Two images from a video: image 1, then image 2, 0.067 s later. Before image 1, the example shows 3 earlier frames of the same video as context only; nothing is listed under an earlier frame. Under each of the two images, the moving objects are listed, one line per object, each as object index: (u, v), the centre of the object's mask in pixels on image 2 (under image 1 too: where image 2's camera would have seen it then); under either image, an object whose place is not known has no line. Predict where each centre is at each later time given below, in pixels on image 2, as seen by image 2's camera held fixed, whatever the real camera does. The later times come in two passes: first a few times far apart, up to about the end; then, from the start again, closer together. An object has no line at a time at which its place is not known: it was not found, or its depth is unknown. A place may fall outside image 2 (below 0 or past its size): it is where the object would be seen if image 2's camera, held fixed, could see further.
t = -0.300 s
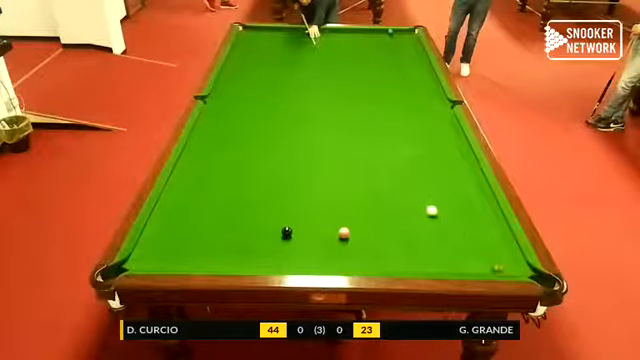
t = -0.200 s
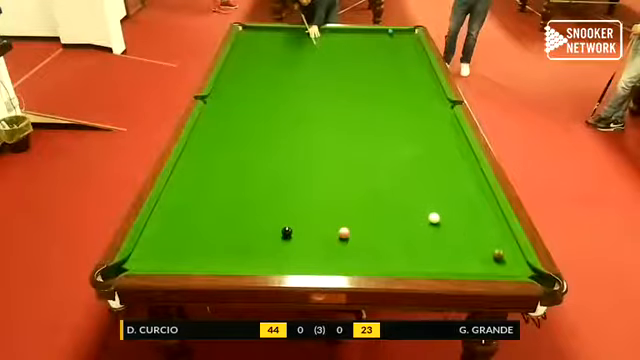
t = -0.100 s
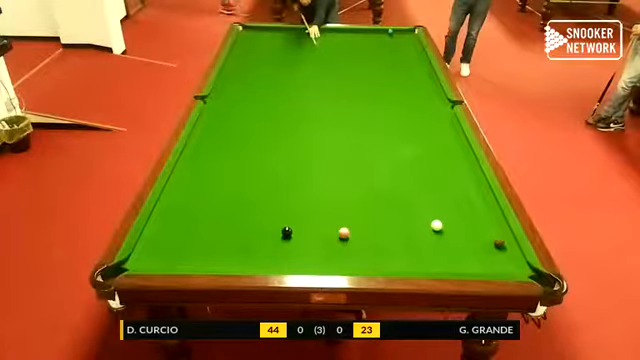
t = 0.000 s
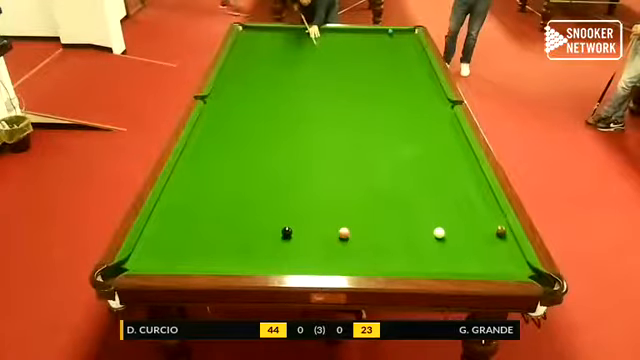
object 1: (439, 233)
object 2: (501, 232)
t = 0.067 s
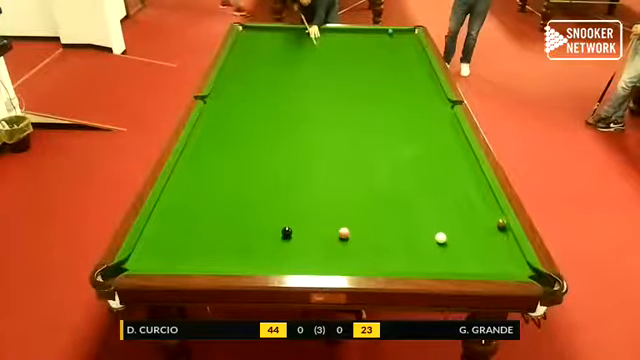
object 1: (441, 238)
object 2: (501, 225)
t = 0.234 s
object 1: (445, 251)
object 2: (491, 211)
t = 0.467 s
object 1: (451, 267)
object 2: (475, 192)
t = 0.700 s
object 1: (448, 257)
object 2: (461, 175)
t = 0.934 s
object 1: (445, 247)
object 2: (451, 162)
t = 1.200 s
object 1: (442, 236)
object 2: (441, 149)
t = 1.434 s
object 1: (440, 229)
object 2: (431, 138)
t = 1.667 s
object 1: (438, 223)
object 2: (424, 130)
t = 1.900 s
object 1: (436, 217)
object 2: (416, 120)
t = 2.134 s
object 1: (435, 212)
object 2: (410, 113)
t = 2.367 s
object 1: (433, 209)
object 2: (404, 106)
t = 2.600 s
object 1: (432, 205)
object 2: (399, 99)
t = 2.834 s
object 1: (432, 203)
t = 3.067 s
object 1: (432, 201)
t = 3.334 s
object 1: (432, 200)
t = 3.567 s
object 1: (432, 200)
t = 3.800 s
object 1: (432, 200)
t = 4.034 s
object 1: (432, 200)
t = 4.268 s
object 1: (432, 200)
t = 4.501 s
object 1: (432, 200)
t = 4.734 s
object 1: (432, 200)
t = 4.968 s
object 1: (432, 200)
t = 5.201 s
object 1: (432, 200)
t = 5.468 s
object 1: (432, 200)
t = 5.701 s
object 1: (432, 200)
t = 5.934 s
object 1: (432, 200)
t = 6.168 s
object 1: (432, 200)
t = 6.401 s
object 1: (432, 200)
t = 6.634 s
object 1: (432, 200)
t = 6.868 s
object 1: (432, 200)
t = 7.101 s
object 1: (432, 200)
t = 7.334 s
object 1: (432, 200)
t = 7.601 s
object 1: (432, 200)
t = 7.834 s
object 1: (432, 200)
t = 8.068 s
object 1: (432, 200)
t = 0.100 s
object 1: (442, 240)
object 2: (501, 221)
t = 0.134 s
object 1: (442, 243)
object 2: (499, 218)
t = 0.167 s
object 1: (444, 246)
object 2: (497, 217)
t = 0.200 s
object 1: (445, 248)
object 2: (494, 214)
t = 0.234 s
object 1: (445, 251)
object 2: (491, 211)
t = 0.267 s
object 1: (446, 253)
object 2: (490, 209)
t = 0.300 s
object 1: (447, 256)
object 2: (485, 204)
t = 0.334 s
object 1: (447, 259)
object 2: (484, 203)
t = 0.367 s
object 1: (448, 261)
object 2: (483, 199)
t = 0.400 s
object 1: (449, 264)
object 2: (480, 197)
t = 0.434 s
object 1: (450, 265)
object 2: (477, 194)
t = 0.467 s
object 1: (451, 267)
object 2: (475, 192)
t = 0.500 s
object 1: (451, 266)
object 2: (473, 190)
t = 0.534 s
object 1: (450, 264)
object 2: (472, 187)
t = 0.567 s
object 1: (450, 264)
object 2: (469, 185)
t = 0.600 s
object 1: (450, 262)
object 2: (468, 183)
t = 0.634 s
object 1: (449, 260)
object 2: (466, 180)
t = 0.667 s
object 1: (449, 259)
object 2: (464, 178)
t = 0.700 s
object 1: (448, 257)
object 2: (461, 175)
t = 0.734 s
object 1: (448, 256)
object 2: (460, 174)
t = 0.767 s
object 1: (447, 254)
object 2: (459, 172)
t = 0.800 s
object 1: (447, 253)
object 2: (458, 171)
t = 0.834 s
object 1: (446, 251)
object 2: (456, 168)
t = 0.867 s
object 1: (446, 250)
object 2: (454, 166)
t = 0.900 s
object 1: (446, 249)
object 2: (452, 165)
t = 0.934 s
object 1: (445, 247)
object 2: (451, 162)
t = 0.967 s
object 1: (445, 246)
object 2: (450, 162)
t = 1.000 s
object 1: (444, 244)
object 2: (449, 161)
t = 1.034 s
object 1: (444, 243)
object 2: (447, 157)
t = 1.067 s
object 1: (444, 242)
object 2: (446, 156)
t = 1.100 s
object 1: (444, 241)
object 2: (445, 153)
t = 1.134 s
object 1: (443, 239)
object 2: (442, 152)
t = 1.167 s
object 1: (443, 238)
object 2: (441, 151)
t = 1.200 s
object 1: (442, 236)
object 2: (441, 149)
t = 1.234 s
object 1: (442, 235)
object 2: (439, 147)
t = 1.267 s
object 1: (442, 234)
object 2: (437, 146)
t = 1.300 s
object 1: (441, 233)
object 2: (436, 144)
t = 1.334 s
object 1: (441, 232)
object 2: (435, 142)
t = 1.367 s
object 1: (441, 231)
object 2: (433, 140)
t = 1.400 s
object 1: (441, 230)
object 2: (431, 139)
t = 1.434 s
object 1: (440, 229)
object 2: (431, 138)
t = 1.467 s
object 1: (440, 228)
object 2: (430, 136)
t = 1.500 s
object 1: (439, 227)
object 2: (429, 135)
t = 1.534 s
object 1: (439, 226)
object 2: (428, 134)
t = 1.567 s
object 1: (439, 225)
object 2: (427, 134)
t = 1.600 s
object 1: (439, 224)
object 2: (427, 132)
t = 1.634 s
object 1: (438, 223)
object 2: (425, 132)
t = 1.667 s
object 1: (438, 223)
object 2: (424, 130)
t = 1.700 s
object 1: (438, 222)
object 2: (422, 128)
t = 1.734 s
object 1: (438, 221)
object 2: (421, 126)
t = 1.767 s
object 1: (437, 220)
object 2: (420, 125)
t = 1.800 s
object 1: (437, 219)
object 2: (419, 124)
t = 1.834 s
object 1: (437, 218)
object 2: (418, 122)
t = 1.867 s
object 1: (437, 218)
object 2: (417, 121)
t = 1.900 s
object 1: (436, 217)
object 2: (416, 120)
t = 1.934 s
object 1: (436, 216)
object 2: (415, 119)
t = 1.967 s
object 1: (436, 215)
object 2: (414, 118)
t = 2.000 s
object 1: (436, 215)
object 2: (413, 117)
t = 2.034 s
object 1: (436, 214)
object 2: (412, 116)
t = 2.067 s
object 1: (435, 214)
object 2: (412, 115)
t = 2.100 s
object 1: (435, 213)
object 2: (411, 114)
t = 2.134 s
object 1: (435, 212)
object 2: (410, 113)
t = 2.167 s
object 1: (435, 212)
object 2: (409, 111)
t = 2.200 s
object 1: (435, 211)
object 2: (408, 110)
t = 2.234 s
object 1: (434, 210)
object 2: (407, 109)
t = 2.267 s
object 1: (434, 210)
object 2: (407, 108)
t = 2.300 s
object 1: (434, 209)
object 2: (405, 107)
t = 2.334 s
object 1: (434, 209)
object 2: (405, 106)
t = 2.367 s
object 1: (433, 209)
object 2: (404, 106)
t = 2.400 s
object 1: (433, 208)
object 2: (403, 105)
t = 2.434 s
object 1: (433, 207)
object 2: (403, 104)
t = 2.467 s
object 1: (433, 207)
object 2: (402, 103)
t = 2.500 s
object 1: (433, 207)
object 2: (401, 103)
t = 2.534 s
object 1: (433, 206)
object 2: (401, 101)
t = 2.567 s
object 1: (432, 205)
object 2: (401, 100)
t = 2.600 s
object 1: (432, 205)
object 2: (399, 99)
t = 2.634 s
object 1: (432, 205)
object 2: (399, 98)
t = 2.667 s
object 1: (432, 204)
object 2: (398, 97)
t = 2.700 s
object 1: (432, 204)
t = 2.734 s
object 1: (432, 204)
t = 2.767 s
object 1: (432, 203)
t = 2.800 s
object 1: (432, 203)
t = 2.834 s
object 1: (432, 203)
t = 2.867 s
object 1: (432, 202)
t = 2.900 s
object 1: (432, 202)
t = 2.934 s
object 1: (432, 202)
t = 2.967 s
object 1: (432, 202)
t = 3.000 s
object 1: (432, 202)
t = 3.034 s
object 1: (432, 201)
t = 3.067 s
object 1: (432, 201)
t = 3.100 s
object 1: (432, 201)
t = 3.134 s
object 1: (432, 201)
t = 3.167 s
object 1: (432, 201)
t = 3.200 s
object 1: (432, 200)
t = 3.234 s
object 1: (432, 200)
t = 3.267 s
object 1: (432, 200)
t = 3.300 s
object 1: (432, 200)
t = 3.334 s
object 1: (432, 200)
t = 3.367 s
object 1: (432, 200)
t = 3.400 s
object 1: (432, 200)
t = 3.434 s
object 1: (432, 200)
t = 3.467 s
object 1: (432, 200)
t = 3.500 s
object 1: (432, 200)
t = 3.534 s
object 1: (432, 200)
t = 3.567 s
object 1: (432, 200)
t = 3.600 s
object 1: (432, 200)
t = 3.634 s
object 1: (432, 200)
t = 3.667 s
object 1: (432, 200)
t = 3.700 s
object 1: (432, 200)
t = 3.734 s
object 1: (432, 200)
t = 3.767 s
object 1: (432, 200)
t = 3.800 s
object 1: (432, 200)
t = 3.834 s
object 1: (432, 200)
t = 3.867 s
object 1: (432, 200)
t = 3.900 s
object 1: (432, 200)
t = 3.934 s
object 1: (432, 200)
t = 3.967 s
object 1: (432, 200)
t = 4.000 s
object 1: (432, 200)
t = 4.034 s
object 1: (432, 200)
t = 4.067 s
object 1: (432, 200)
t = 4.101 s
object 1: (432, 200)
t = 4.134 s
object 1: (432, 200)
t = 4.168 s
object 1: (432, 200)
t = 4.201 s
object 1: (432, 200)
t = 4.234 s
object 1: (432, 200)
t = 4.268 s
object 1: (432, 200)
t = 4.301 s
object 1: (432, 200)
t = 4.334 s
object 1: (432, 200)
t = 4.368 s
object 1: (432, 200)
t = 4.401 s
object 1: (432, 200)
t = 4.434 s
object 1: (432, 200)
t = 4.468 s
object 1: (432, 200)
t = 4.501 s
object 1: (432, 200)
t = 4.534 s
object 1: (432, 200)
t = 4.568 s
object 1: (432, 200)
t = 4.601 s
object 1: (432, 200)
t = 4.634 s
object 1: (432, 200)
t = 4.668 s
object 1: (432, 200)
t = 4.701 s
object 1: (432, 200)
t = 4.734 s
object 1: (432, 200)
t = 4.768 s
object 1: (432, 200)
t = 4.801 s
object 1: (432, 200)
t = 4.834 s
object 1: (432, 200)
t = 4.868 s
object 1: (432, 200)
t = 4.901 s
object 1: (432, 200)
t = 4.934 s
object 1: (432, 200)
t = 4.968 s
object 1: (432, 200)
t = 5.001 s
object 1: (432, 200)
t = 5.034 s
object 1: (432, 200)
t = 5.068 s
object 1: (432, 200)
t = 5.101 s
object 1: (432, 200)
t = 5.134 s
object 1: (432, 200)
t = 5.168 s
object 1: (432, 200)
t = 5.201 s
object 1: (432, 200)
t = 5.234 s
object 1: (432, 200)
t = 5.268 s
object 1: (432, 200)
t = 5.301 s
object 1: (432, 200)
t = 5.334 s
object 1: (432, 200)
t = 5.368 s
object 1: (432, 200)
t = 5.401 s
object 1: (432, 200)
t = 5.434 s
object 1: (432, 200)
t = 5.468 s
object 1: (432, 200)
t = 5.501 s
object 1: (432, 200)
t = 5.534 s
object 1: (432, 200)
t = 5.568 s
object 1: (432, 200)
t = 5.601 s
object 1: (432, 200)
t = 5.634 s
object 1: (432, 200)
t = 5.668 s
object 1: (432, 200)
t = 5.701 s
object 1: (432, 200)
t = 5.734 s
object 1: (432, 200)
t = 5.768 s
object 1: (432, 200)
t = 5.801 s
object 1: (432, 200)
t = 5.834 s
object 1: (432, 200)
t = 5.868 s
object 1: (432, 200)
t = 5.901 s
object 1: (432, 200)
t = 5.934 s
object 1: (432, 200)
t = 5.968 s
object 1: (432, 200)
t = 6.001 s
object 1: (432, 200)
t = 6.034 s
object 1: (432, 200)
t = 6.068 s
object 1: (432, 200)
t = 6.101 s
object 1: (432, 200)
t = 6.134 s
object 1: (432, 200)
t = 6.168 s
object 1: (432, 200)
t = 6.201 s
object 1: (432, 200)
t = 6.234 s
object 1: (432, 200)
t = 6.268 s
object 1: (432, 200)
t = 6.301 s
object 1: (432, 200)
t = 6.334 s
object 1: (432, 200)
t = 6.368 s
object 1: (432, 200)
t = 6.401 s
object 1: (432, 200)
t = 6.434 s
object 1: (432, 200)
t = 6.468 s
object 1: (432, 200)
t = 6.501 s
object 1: (432, 200)
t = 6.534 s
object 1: (432, 200)
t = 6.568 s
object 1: (432, 200)
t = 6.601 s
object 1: (432, 200)
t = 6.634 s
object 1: (432, 200)
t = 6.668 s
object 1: (432, 200)
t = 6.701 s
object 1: (432, 200)
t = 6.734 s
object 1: (432, 200)
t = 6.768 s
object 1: (432, 200)
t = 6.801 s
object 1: (432, 200)
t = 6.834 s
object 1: (432, 200)
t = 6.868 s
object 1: (432, 200)
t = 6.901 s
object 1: (432, 200)
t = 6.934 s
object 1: (432, 200)
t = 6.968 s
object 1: (432, 200)
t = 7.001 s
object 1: (432, 200)
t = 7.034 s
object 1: (432, 200)
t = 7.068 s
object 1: (432, 200)
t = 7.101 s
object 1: (432, 200)
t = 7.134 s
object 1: (432, 200)
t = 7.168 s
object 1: (432, 200)
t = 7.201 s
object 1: (432, 200)
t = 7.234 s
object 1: (432, 200)
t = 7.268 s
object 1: (432, 200)
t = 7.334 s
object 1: (432, 200)
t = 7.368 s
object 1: (432, 200)
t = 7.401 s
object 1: (432, 200)
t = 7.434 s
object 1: (432, 200)
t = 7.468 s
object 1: (432, 200)
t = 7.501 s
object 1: (432, 200)
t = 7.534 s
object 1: (432, 200)
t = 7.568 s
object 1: (432, 200)
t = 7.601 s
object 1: (432, 200)
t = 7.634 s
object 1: (432, 200)
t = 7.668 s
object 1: (432, 200)
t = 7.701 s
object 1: (432, 200)
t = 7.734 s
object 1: (432, 200)
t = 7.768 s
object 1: (432, 200)
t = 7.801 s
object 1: (432, 200)
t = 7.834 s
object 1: (432, 200)
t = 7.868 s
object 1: (432, 200)
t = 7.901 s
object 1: (432, 200)
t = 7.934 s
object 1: (432, 200)
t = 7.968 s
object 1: (432, 200)
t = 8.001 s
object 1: (432, 200)
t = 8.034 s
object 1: (432, 200)
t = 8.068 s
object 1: (432, 200)
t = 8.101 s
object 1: (432, 200)
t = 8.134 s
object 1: (432, 200)
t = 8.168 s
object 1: (432, 200)
